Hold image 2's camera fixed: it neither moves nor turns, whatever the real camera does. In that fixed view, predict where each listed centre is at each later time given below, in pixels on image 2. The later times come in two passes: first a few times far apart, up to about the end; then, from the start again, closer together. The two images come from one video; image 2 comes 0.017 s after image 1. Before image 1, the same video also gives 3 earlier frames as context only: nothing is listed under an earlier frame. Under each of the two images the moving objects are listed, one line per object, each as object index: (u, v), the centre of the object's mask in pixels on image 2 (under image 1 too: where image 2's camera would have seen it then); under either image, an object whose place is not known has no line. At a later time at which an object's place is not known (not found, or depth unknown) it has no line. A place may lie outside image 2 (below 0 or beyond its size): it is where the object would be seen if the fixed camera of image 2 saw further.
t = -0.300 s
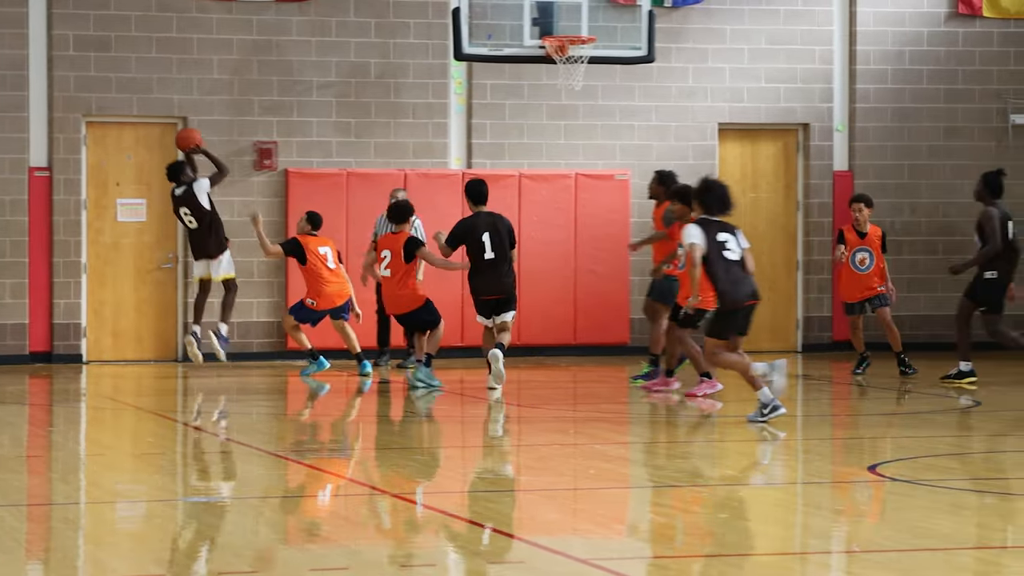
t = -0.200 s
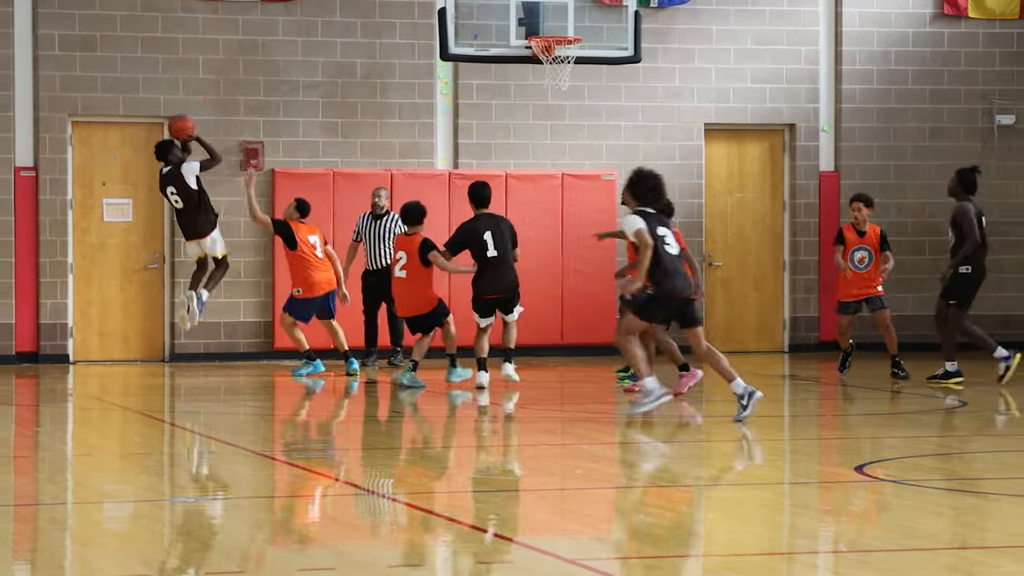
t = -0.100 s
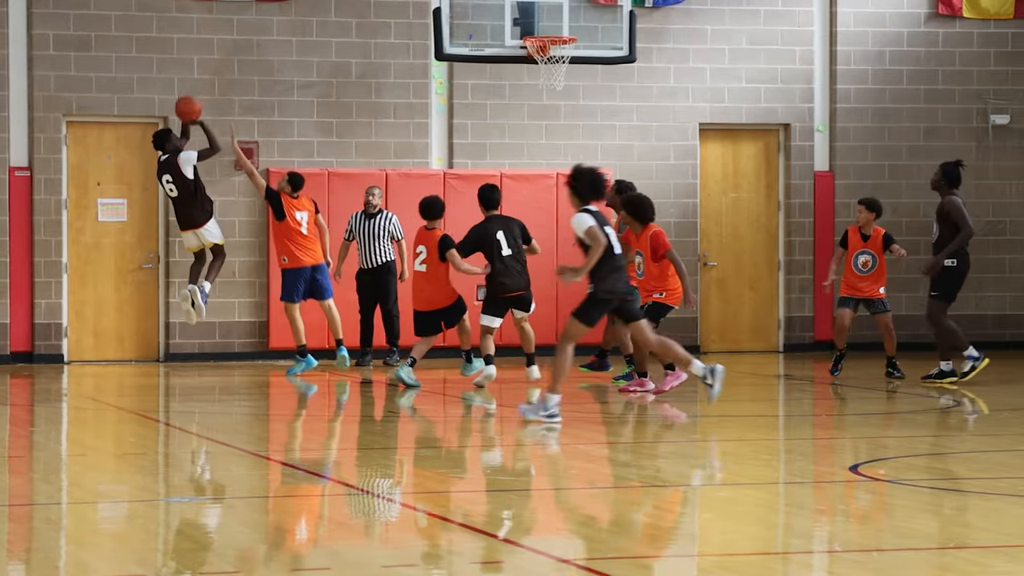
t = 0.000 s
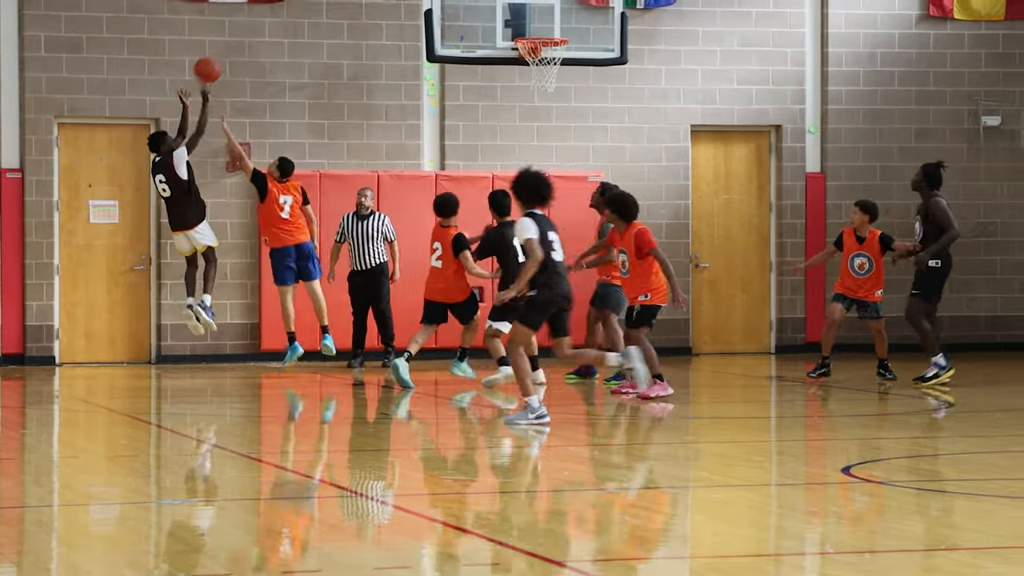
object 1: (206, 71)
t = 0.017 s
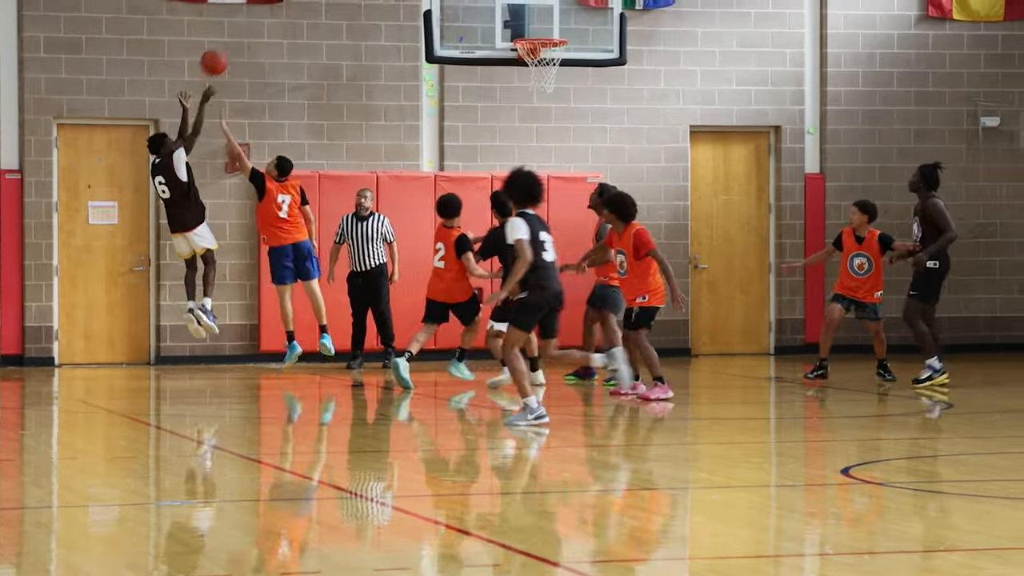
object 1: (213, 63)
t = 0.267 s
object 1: (318, -23)
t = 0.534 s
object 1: (425, -37)
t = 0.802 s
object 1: (530, 25)
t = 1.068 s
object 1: (519, 83)
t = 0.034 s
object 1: (220, 55)
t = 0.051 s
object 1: (228, 47)
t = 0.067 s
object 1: (235, 40)
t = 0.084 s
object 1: (242, 33)
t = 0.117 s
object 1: (256, 20)
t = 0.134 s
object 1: (263, 13)
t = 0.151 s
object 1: (270, 7)
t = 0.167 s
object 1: (276, 2)
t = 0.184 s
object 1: (283, -3)
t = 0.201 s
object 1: (292, -7)
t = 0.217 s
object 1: (297, -12)
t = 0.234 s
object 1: (304, -16)
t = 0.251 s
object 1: (310, -19)
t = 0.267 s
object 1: (318, -23)
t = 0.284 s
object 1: (324, -26)
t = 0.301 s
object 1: (331, -29)
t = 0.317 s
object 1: (338, -32)
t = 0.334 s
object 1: (345, -34)
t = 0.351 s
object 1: (352, -36)
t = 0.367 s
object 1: (358, -37)
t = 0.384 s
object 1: (365, -39)
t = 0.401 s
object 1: (372, -39)
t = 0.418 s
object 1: (378, -41)
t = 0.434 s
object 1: (385, -41)
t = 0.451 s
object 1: (392, -41)
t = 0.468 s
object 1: (398, -40)
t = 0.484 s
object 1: (405, -40)
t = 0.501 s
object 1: (412, -39)
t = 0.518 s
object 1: (419, -38)
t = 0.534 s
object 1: (425, -37)
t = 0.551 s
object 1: (432, -35)
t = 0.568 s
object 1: (438, -33)
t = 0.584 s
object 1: (445, -31)
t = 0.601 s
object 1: (452, -29)
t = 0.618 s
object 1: (458, -26)
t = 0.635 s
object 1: (465, -23)
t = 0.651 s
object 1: (471, -19)
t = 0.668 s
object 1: (478, -16)
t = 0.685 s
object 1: (485, -11)
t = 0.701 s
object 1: (491, -7)
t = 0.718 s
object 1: (498, -2)
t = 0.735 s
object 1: (505, 3)
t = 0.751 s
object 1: (511, 8)
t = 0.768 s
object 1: (517, 13)
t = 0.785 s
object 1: (523, 19)
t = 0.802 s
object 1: (530, 25)
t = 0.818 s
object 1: (537, 29)
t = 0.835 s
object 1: (543, 32)
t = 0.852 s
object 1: (542, 33)
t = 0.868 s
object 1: (541, 34)
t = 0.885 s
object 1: (539, 44)
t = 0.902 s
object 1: (536, 48)
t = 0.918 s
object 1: (534, 51)
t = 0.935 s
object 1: (533, 52)
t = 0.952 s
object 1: (533, 54)
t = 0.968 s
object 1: (531, 59)
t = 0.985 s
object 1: (530, 66)
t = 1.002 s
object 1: (526, 66)
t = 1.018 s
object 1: (523, 73)
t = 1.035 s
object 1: (524, 73)
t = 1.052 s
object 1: (520, 83)
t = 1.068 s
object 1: (519, 83)
